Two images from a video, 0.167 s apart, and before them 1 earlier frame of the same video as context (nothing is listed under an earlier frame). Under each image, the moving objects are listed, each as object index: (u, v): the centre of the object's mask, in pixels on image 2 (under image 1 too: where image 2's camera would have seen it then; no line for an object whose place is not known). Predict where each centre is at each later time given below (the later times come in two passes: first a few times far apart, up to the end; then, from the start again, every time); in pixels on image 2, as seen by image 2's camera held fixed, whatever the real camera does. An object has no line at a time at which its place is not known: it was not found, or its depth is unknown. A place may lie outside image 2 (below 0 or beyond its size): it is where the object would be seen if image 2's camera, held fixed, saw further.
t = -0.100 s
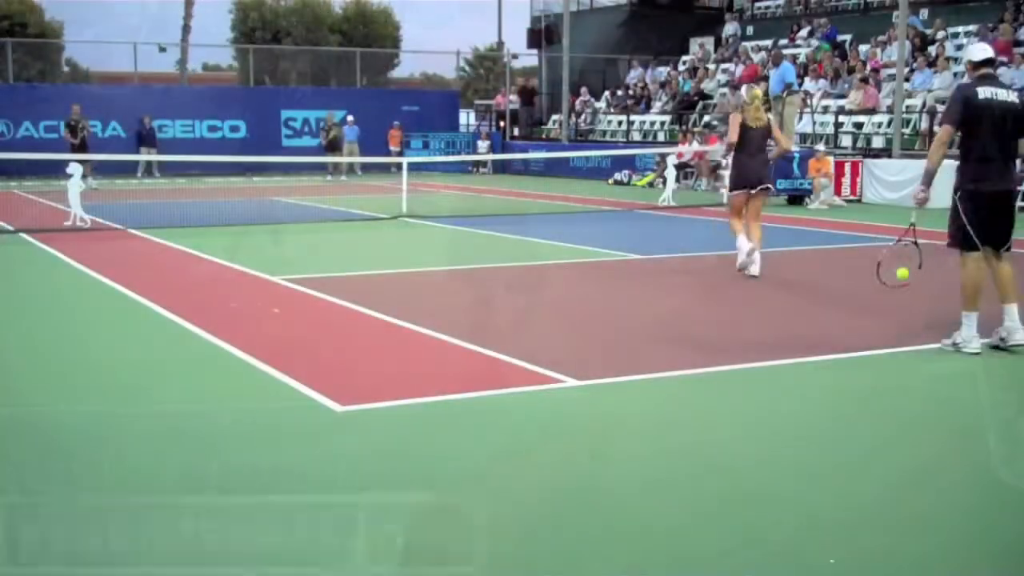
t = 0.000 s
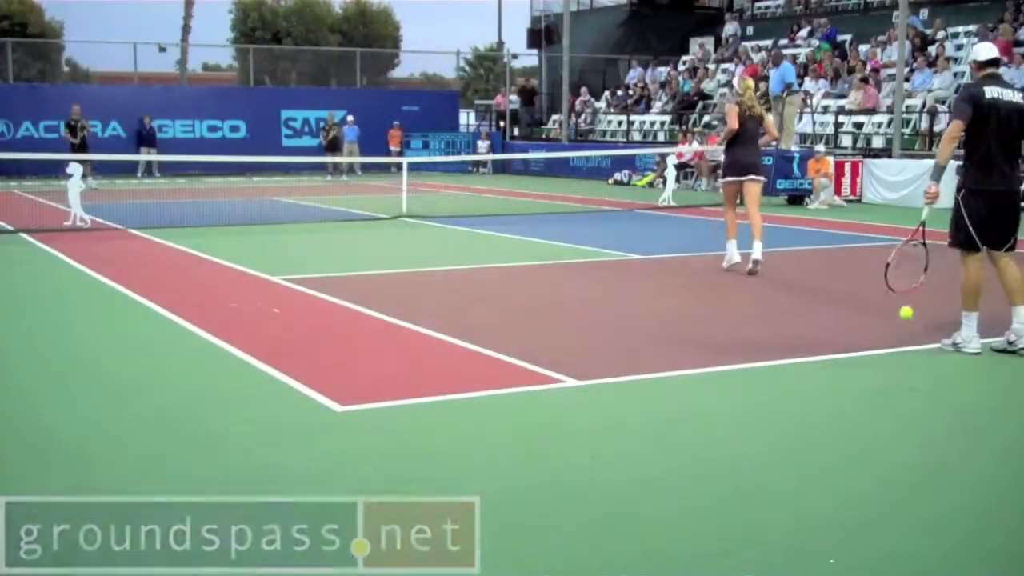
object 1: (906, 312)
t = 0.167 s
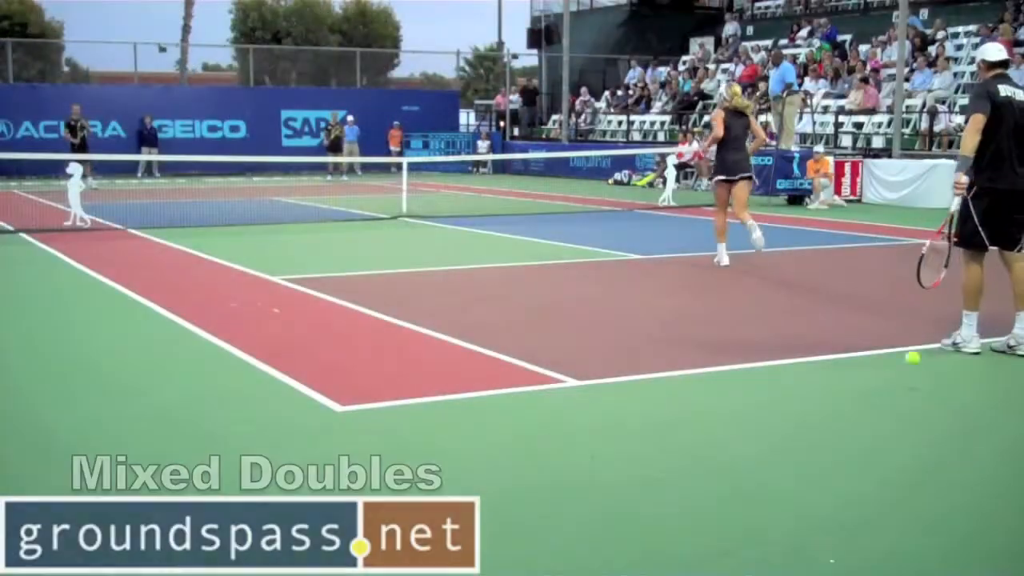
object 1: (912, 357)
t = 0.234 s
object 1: (914, 339)
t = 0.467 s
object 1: (922, 340)
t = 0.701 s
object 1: (925, 433)
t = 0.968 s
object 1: (938, 424)
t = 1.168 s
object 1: (944, 515)
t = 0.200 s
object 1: (914, 347)
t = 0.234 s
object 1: (914, 339)
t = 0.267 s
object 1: (916, 333)
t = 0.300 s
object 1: (917, 329)
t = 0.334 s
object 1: (919, 327)
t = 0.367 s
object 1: (919, 327)
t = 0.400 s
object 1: (920, 329)
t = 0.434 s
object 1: (921, 333)
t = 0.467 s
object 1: (922, 340)
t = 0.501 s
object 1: (923, 350)
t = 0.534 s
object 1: (923, 362)
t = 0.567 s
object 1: (923, 377)
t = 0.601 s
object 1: (924, 395)
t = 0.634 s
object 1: (924, 417)
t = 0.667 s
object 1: (924, 442)
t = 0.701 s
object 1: (925, 433)
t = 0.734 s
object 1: (927, 423)
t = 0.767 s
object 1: (929, 415)
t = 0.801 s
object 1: (931, 410)
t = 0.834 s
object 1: (933, 407)
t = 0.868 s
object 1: (935, 407)
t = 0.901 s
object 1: (936, 410)
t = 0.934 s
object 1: (937, 415)
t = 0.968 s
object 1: (938, 424)
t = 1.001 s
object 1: (939, 436)
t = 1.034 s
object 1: (941, 451)
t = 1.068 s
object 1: (941, 471)
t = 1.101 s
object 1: (942, 494)
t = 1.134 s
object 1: (942, 522)
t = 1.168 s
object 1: (944, 515)
